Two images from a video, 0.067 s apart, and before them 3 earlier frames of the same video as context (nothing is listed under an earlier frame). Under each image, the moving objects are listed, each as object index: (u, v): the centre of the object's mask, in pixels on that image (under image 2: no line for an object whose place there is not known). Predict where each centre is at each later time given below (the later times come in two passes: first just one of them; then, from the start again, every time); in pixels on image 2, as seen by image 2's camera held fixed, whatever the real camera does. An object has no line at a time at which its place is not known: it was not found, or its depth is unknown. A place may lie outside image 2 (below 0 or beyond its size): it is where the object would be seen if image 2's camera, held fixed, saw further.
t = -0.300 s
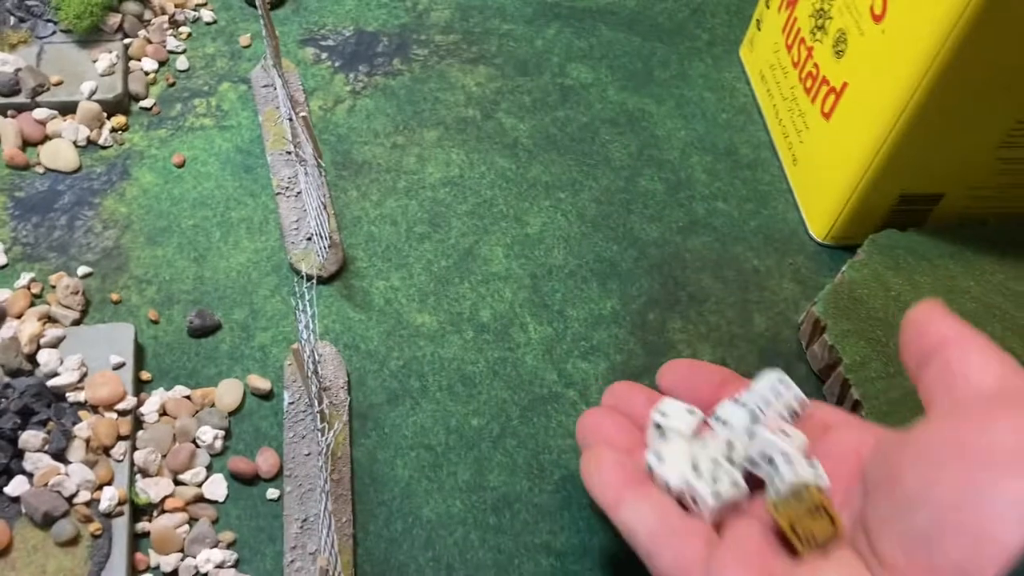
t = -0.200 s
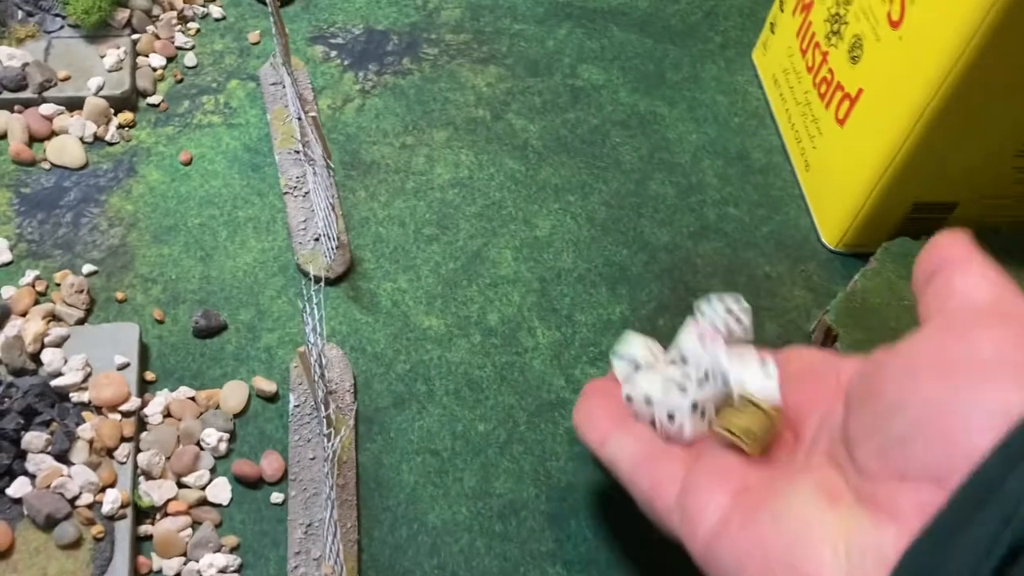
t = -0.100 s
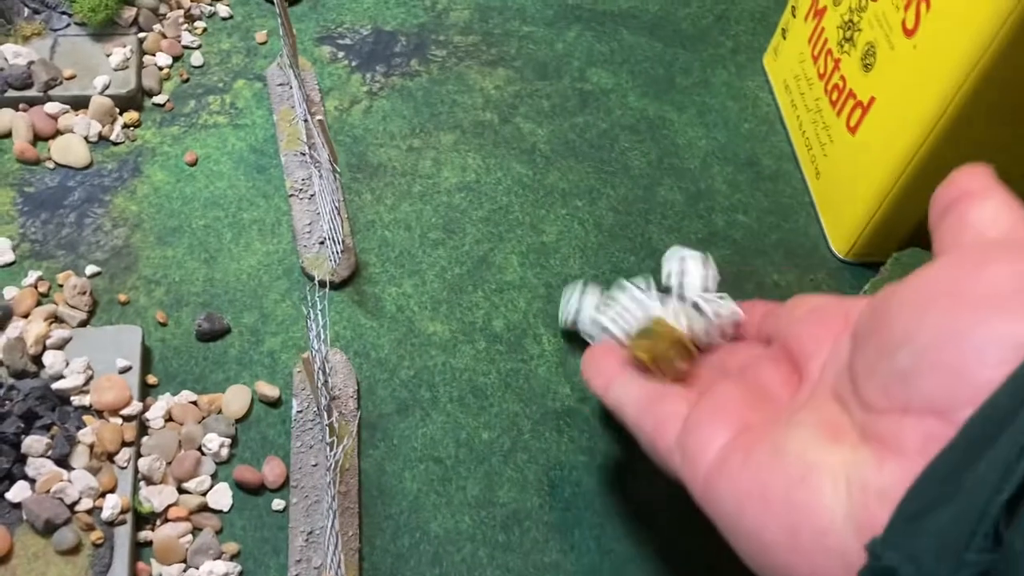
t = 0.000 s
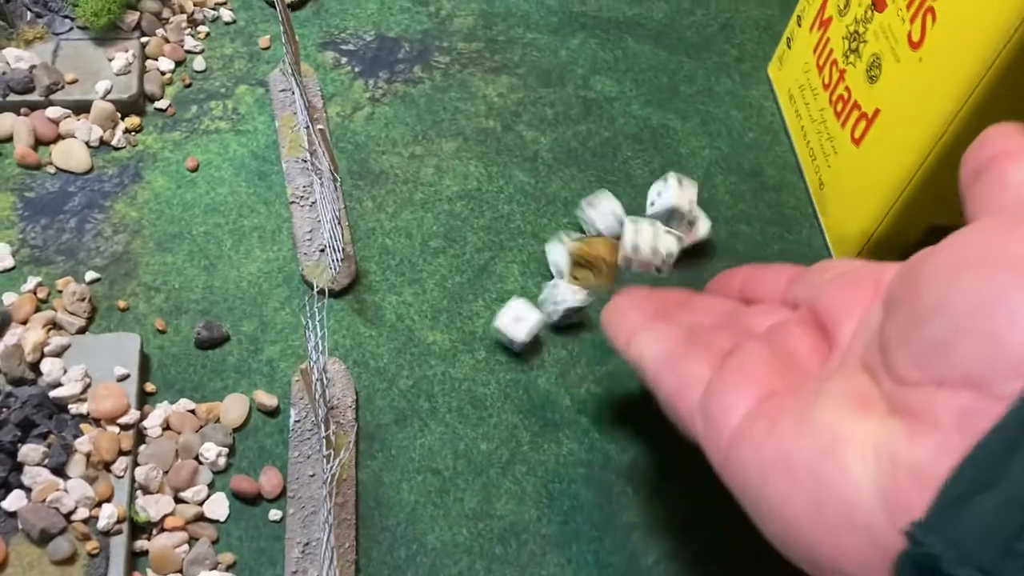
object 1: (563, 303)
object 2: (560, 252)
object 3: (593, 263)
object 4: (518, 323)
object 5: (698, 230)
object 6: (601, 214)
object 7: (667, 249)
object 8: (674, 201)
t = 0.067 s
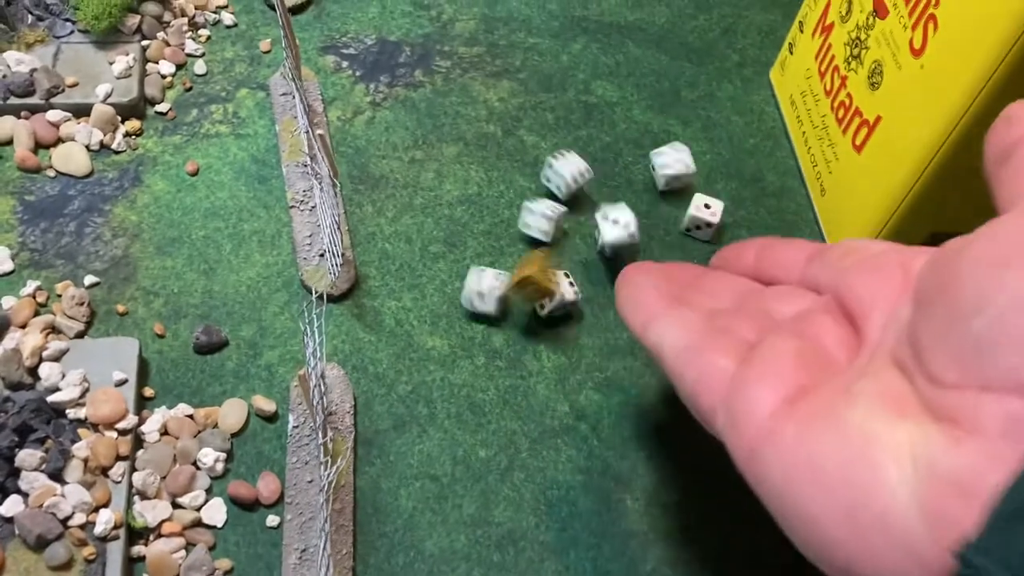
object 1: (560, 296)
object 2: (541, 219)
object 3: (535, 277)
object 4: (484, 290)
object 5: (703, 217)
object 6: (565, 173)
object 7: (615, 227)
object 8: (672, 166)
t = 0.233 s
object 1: (620, 258)
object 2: (508, 193)
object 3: (417, 208)
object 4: (362, 199)
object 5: (707, 216)
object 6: (515, 109)
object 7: (598, 88)
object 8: (661, 55)
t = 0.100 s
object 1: (576, 282)
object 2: (531, 205)
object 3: (503, 275)
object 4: (455, 266)
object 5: (708, 215)
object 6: (552, 156)
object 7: (610, 185)
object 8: (672, 138)
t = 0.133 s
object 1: (595, 269)
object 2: (521, 198)
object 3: (487, 248)
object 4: (424, 246)
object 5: (707, 215)
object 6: (539, 143)
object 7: (609, 161)
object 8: (671, 117)
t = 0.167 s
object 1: (606, 262)
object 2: (516, 190)
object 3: (464, 233)
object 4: (398, 227)
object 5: (707, 216)
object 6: (530, 126)
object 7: (605, 135)
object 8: (671, 94)
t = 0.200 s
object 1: (614, 259)
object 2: (511, 190)
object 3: (440, 219)
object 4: (379, 211)
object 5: (707, 215)
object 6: (522, 117)
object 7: (604, 106)
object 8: (669, 73)
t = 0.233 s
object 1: (620, 258)
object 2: (508, 193)
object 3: (417, 208)
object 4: (362, 199)
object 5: (707, 216)
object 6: (515, 109)
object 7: (598, 88)
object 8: (661, 55)
